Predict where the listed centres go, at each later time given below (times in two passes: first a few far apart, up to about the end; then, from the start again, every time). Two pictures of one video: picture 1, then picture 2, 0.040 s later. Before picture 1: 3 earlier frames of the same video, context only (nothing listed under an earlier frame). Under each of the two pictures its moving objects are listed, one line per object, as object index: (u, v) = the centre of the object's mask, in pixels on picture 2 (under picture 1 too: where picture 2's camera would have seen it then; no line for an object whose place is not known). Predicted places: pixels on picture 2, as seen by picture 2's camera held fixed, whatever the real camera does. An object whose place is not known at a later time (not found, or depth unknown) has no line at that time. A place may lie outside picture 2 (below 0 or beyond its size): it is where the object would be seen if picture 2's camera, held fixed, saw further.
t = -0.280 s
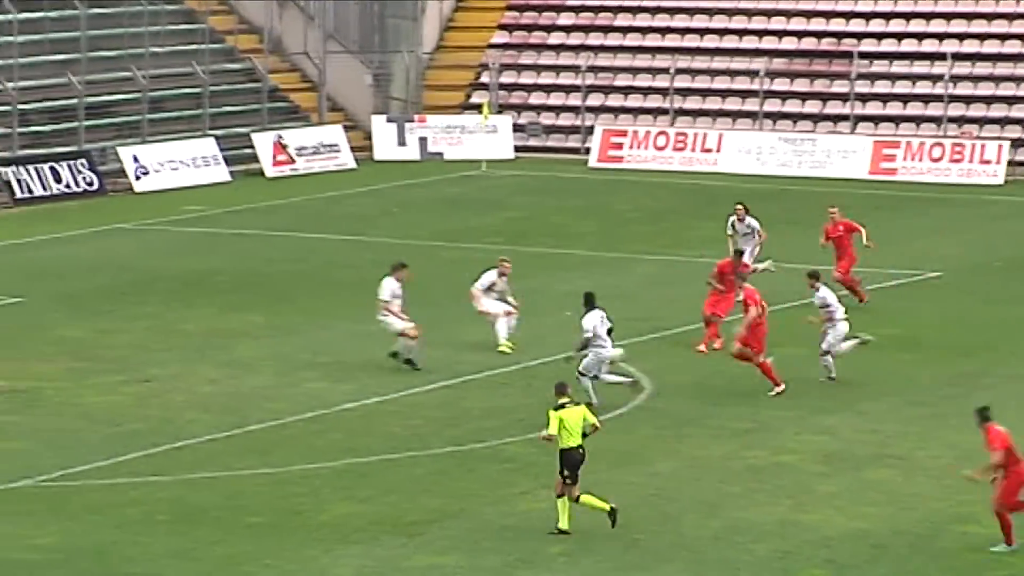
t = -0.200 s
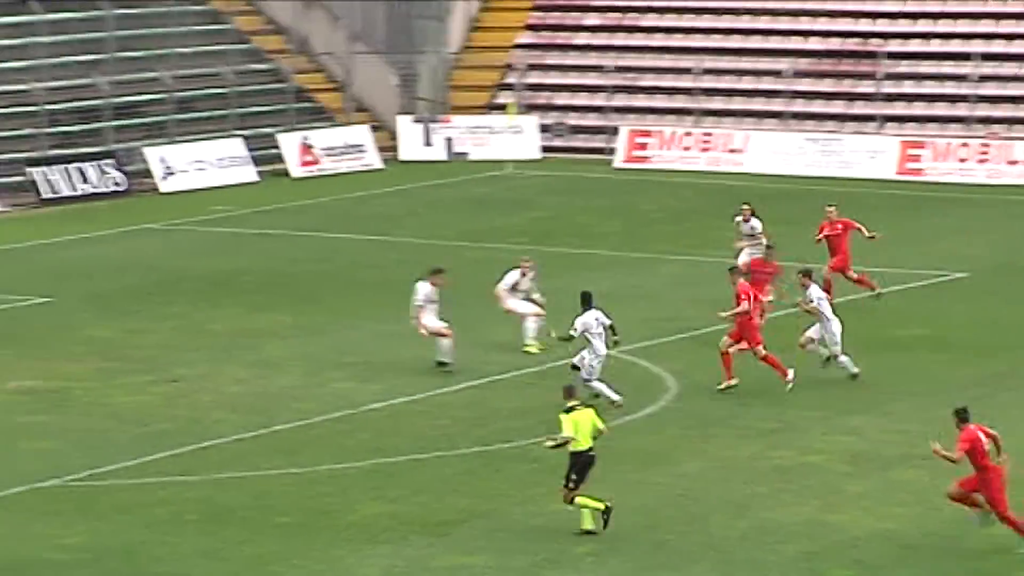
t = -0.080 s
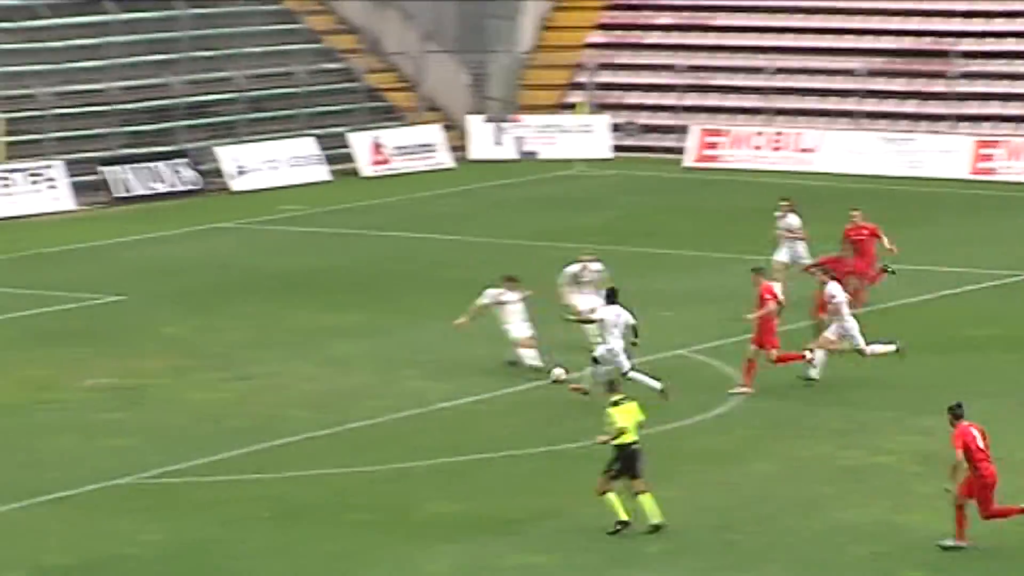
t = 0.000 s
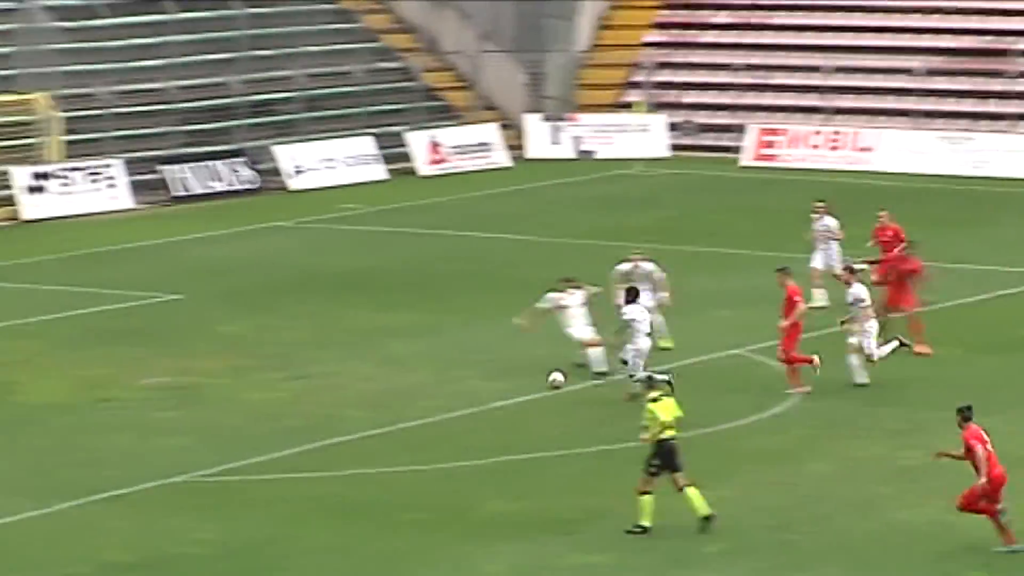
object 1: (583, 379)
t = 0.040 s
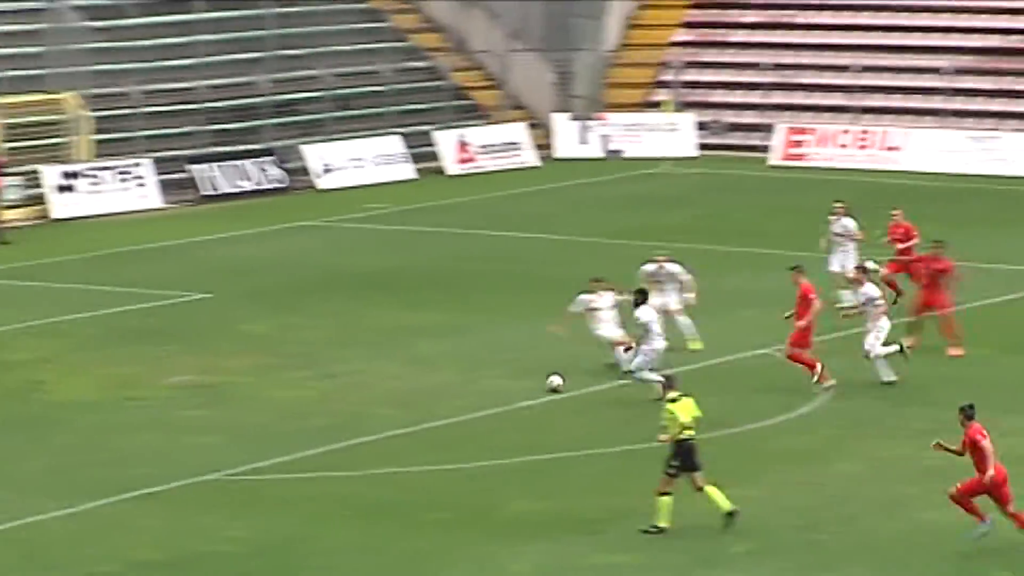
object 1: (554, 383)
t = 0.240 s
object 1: (414, 394)
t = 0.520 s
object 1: (222, 421)
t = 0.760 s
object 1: (71, 439)
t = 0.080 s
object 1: (525, 387)
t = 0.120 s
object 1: (497, 390)
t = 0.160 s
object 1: (470, 389)
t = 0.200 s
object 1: (442, 391)
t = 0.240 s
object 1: (414, 394)
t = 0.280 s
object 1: (386, 398)
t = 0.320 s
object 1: (357, 403)
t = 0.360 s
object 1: (328, 410)
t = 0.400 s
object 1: (301, 412)
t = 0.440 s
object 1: (275, 414)
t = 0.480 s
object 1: (249, 417)
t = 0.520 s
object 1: (222, 421)
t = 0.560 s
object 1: (195, 424)
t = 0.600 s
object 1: (170, 427)
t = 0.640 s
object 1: (144, 431)
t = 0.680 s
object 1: (119, 435)
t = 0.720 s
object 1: (96, 436)
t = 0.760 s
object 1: (71, 439)
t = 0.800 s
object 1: (46, 443)
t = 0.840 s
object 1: (23, 446)
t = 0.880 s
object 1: (0, 448)
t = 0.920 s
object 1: (-23, 450)
